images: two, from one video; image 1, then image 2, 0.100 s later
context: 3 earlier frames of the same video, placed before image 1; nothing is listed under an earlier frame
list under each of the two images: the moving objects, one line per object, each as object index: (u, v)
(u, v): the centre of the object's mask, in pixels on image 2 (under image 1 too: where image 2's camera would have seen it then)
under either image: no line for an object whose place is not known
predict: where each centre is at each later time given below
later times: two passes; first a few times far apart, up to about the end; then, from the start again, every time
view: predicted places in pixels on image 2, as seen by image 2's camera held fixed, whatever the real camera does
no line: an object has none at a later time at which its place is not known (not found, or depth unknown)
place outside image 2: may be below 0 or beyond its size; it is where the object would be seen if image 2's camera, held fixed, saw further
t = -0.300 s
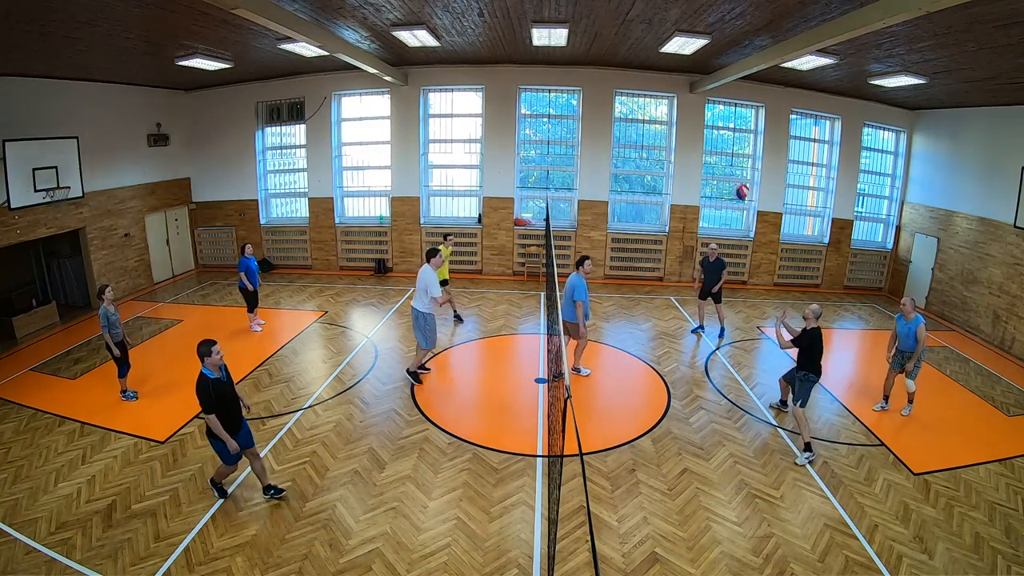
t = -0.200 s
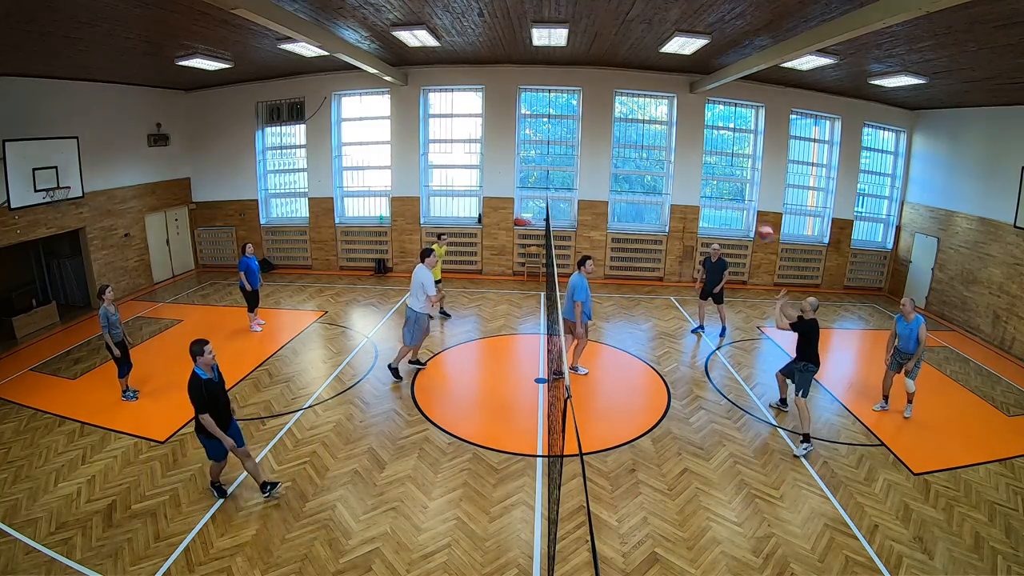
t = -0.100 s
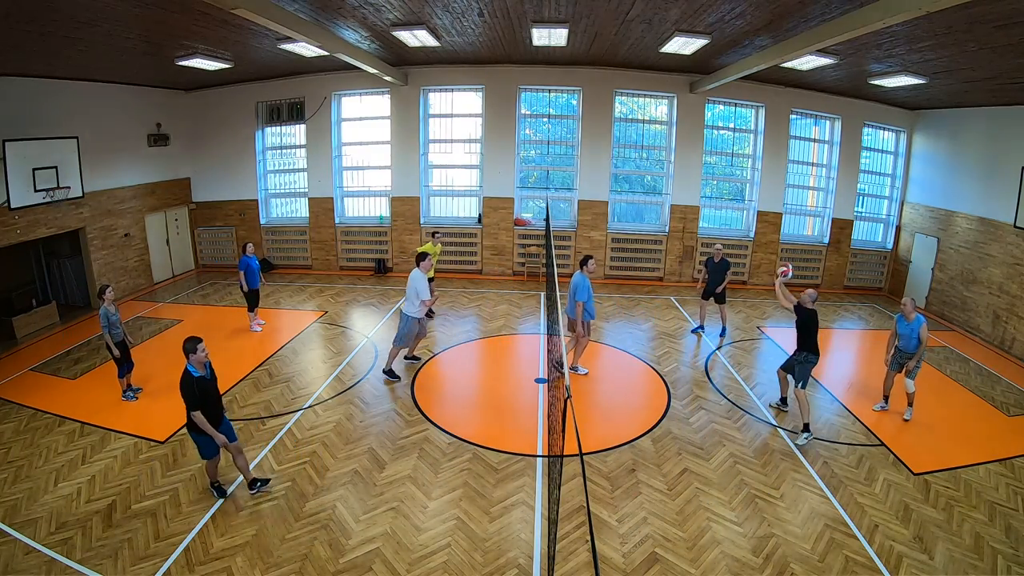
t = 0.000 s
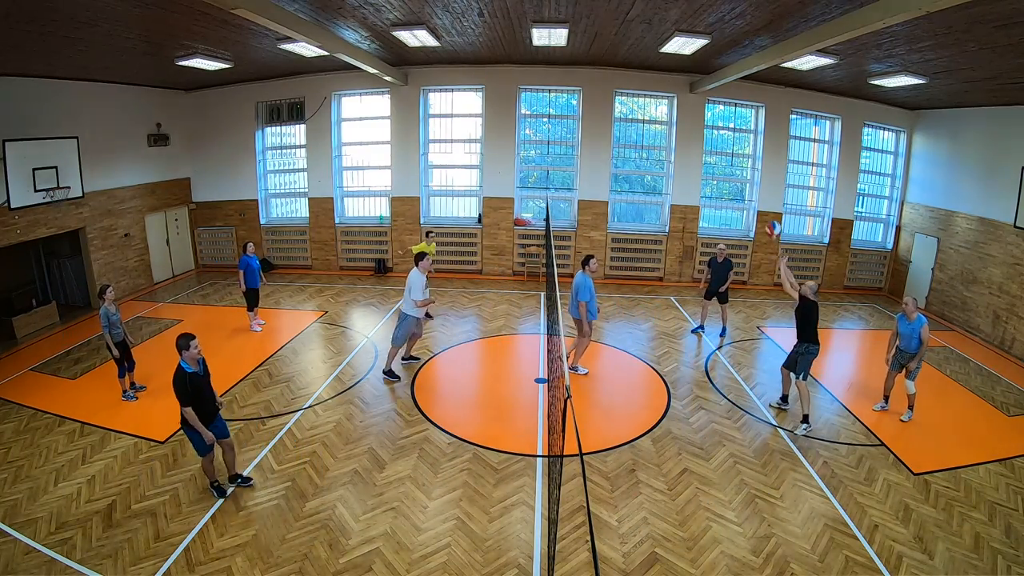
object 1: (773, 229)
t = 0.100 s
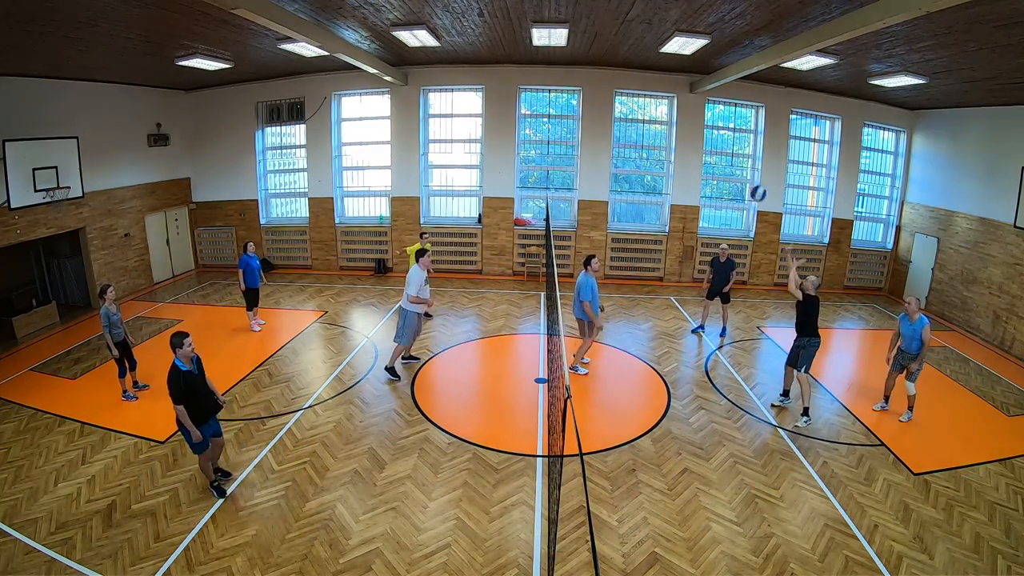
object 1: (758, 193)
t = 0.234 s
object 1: (735, 158)
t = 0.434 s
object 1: (698, 131)
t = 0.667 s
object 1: (656, 140)
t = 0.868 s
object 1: (620, 178)
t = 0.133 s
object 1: (752, 183)
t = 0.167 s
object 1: (746, 174)
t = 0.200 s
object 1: (740, 165)
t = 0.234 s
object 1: (735, 158)
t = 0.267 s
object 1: (729, 151)
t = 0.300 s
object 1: (723, 145)
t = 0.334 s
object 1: (716, 140)
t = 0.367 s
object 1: (710, 136)
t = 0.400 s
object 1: (704, 133)
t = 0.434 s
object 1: (698, 131)
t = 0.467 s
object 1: (692, 130)
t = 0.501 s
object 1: (686, 129)
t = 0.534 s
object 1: (680, 130)
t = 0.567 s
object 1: (675, 131)
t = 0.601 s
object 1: (668, 133)
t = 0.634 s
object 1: (662, 136)
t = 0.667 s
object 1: (656, 140)
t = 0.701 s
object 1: (650, 144)
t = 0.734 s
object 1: (644, 150)
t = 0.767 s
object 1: (639, 155)
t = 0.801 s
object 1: (633, 162)
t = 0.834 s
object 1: (627, 169)
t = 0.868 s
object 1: (620, 178)
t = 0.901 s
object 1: (615, 186)
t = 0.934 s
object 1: (610, 196)
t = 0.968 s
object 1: (604, 206)
